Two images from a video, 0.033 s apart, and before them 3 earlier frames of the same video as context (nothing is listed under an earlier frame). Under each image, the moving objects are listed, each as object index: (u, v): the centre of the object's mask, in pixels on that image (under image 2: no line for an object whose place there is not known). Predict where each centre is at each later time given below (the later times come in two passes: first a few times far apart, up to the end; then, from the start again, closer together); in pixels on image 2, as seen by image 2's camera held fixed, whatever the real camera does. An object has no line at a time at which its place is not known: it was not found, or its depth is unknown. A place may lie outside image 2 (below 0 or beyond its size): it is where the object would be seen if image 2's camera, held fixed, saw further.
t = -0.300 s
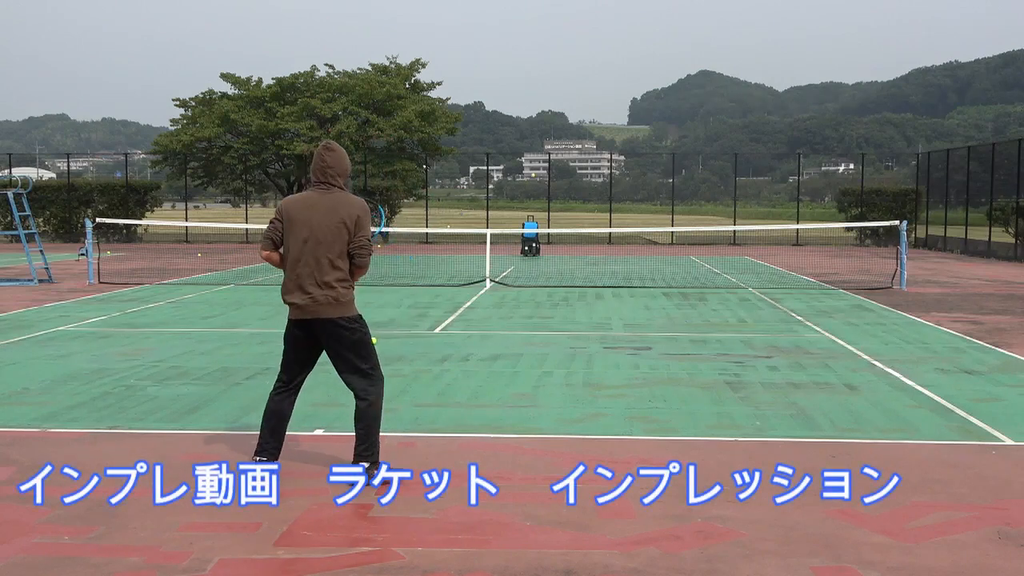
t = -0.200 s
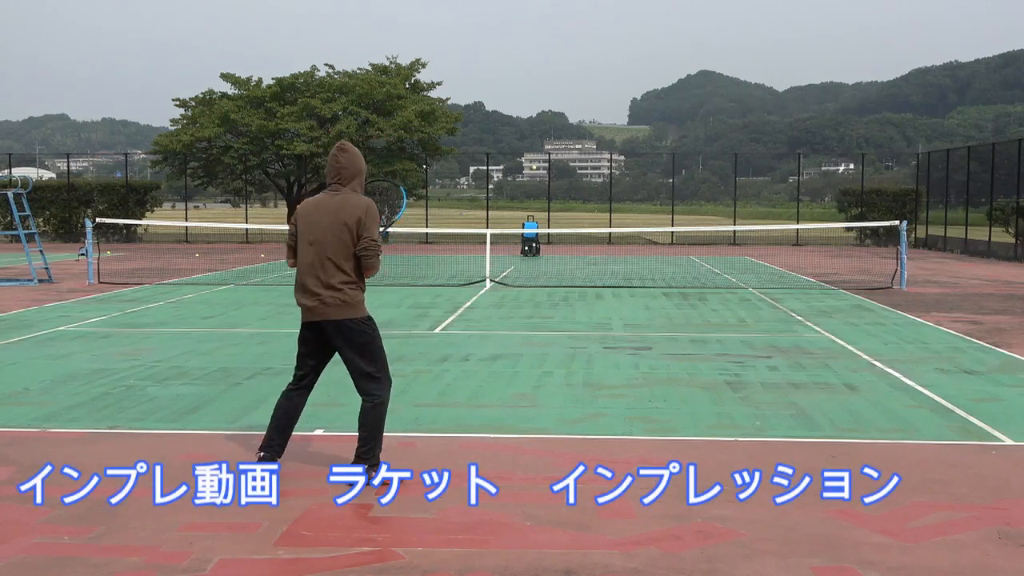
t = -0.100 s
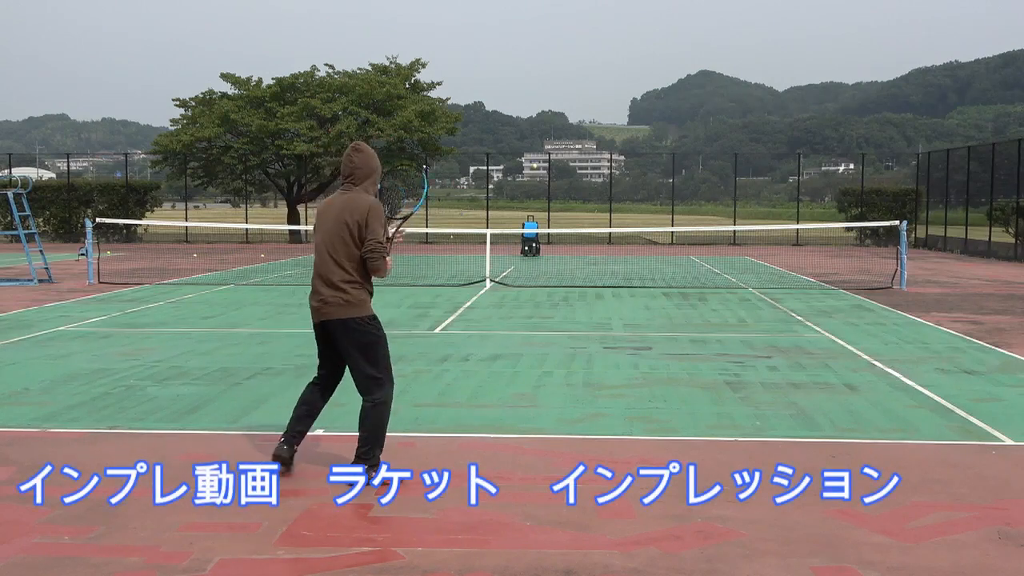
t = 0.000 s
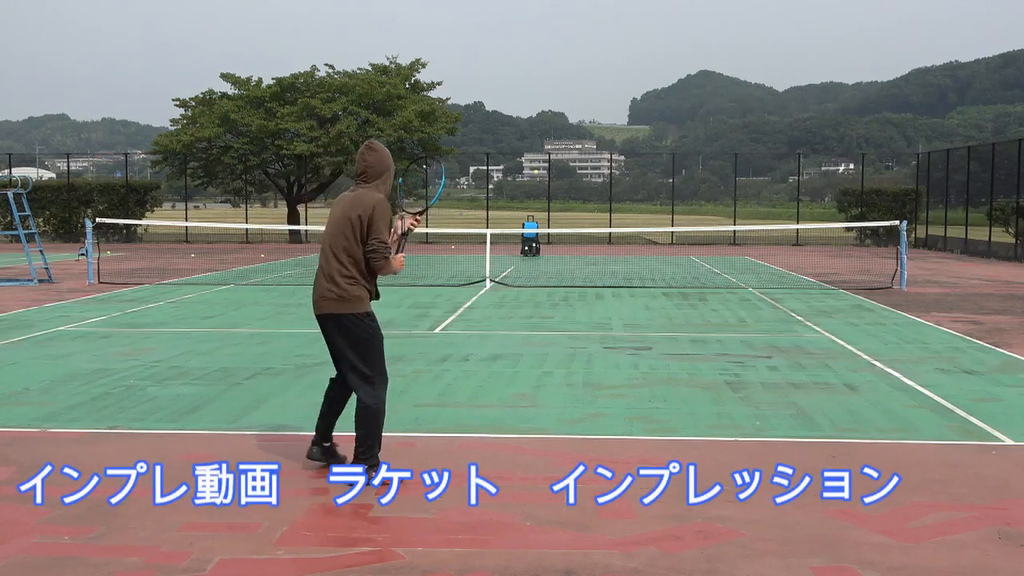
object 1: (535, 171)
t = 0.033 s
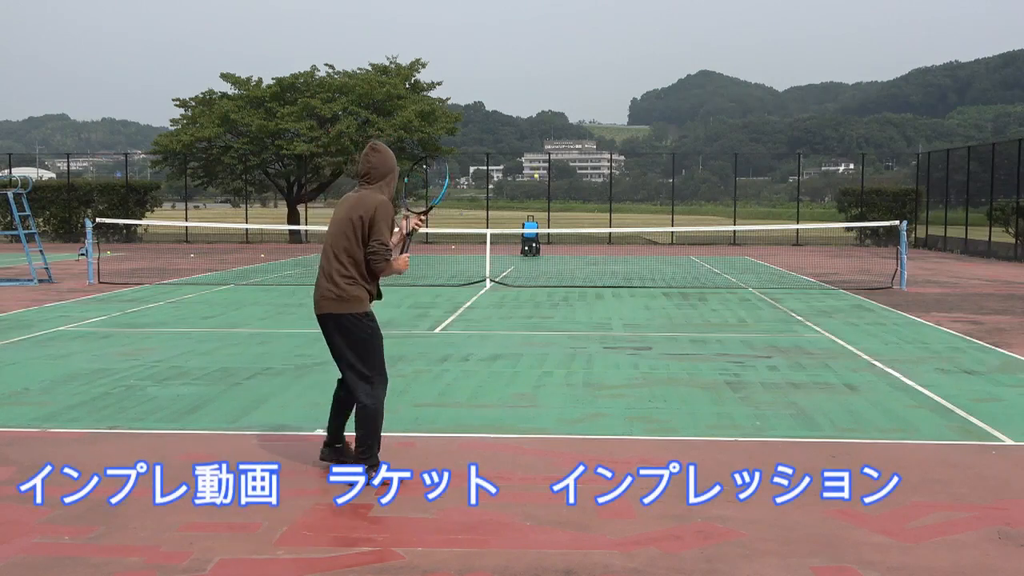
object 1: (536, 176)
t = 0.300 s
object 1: (540, 252)
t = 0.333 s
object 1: (540, 268)
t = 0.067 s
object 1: (537, 181)
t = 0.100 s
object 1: (537, 187)
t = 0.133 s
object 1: (537, 195)
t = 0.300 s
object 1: (540, 252)
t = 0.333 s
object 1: (540, 268)
